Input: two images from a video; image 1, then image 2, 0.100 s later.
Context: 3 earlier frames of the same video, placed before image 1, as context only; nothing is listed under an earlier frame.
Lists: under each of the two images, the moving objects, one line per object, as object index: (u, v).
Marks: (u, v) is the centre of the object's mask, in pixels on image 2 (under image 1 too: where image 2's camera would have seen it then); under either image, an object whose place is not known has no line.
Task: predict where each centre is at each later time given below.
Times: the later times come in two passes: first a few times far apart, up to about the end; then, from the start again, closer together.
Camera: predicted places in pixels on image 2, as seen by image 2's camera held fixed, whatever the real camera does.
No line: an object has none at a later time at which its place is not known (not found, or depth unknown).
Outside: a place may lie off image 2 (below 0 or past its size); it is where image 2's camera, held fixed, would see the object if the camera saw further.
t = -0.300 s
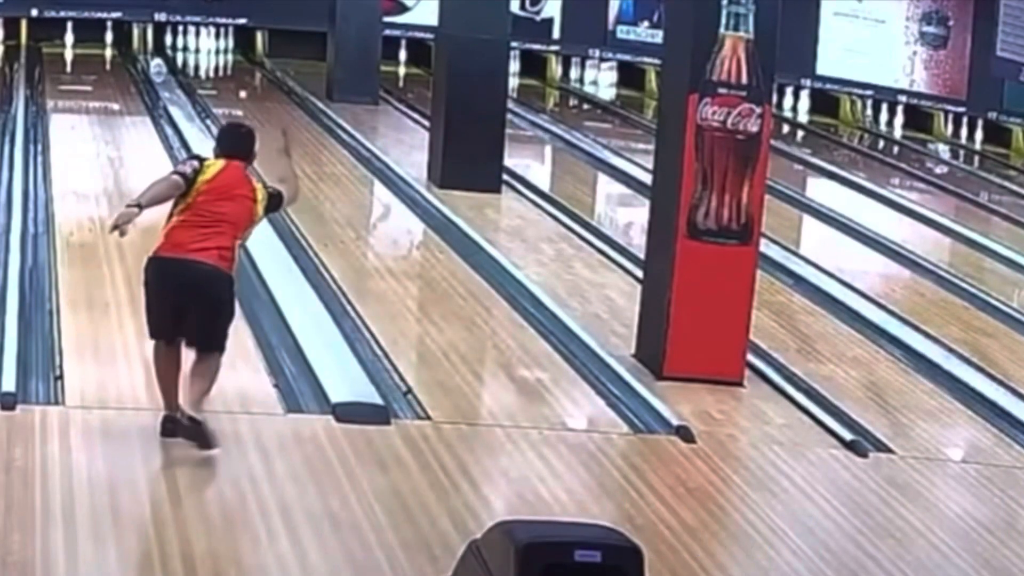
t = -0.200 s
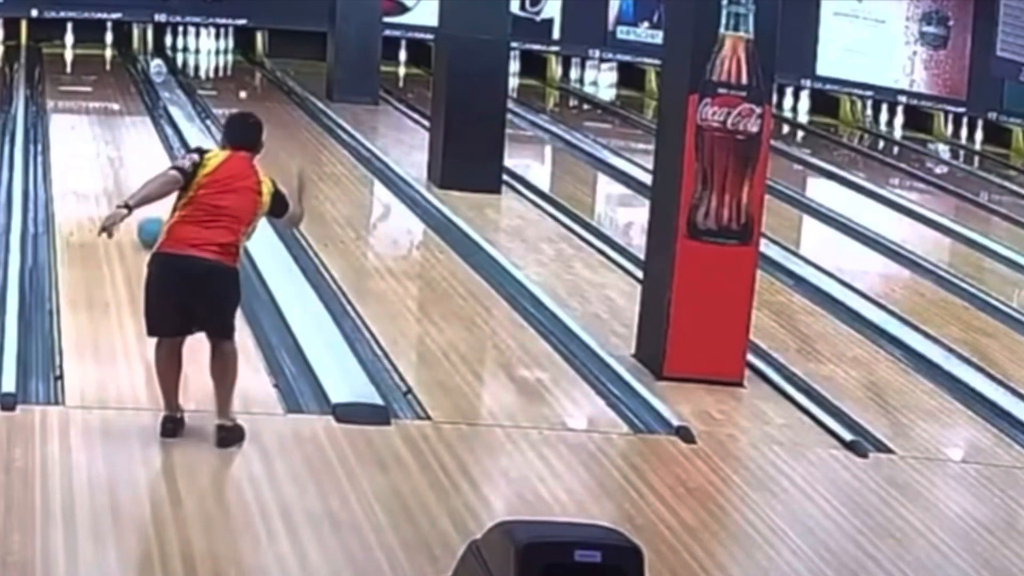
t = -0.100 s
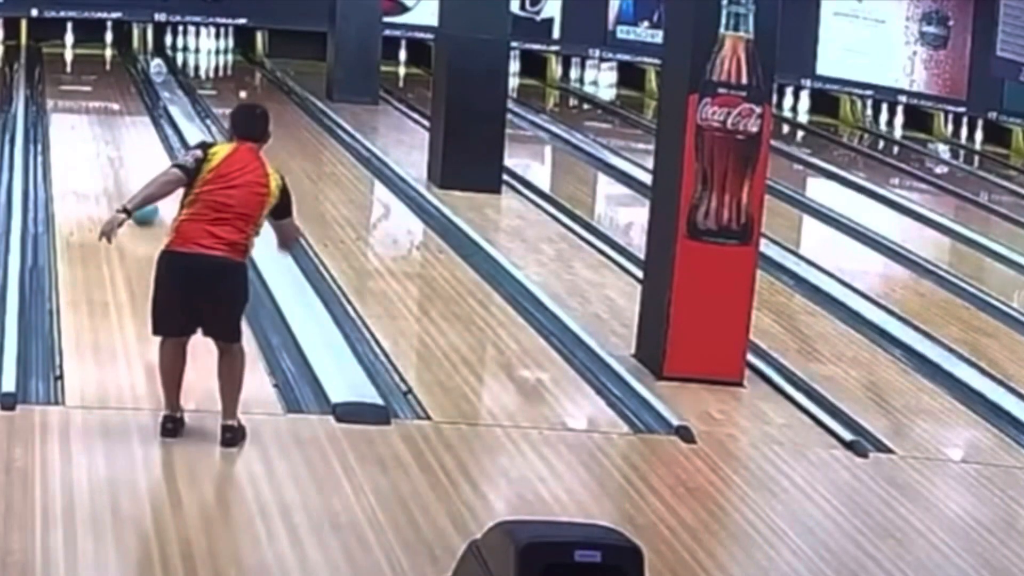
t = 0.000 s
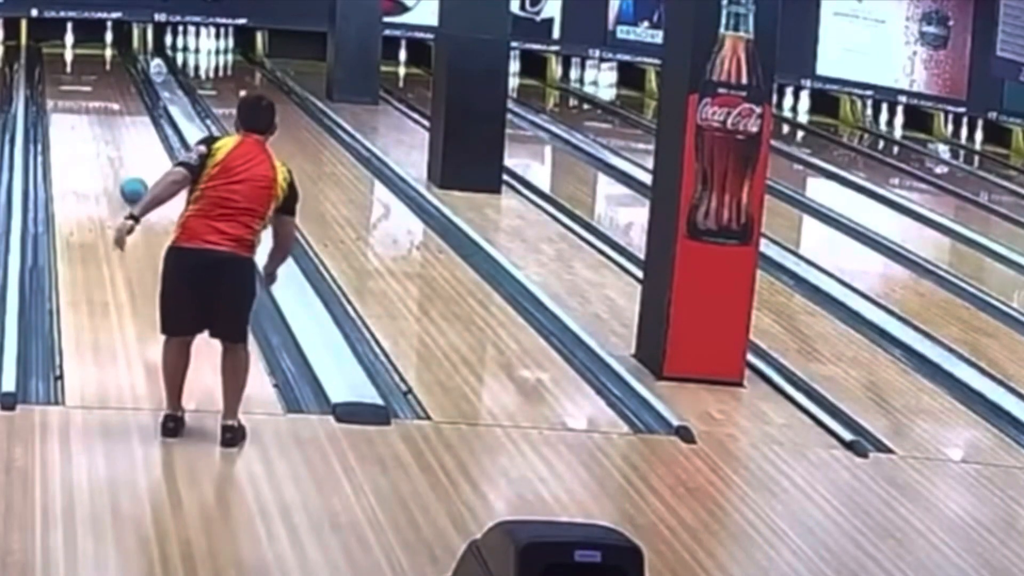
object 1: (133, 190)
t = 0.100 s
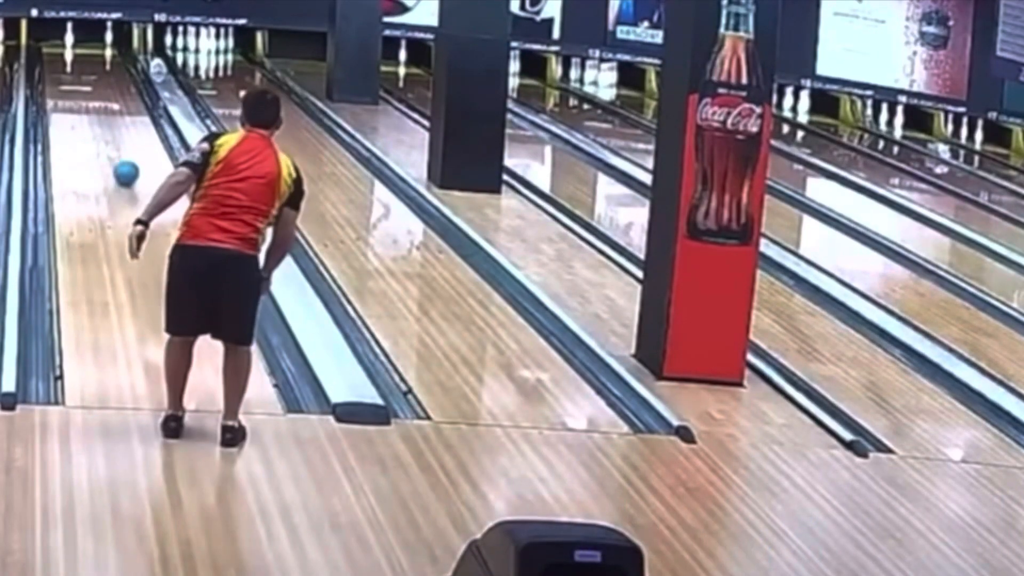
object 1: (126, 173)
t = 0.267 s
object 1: (115, 148)
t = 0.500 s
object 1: (101, 119)
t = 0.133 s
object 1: (123, 168)
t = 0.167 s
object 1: (121, 162)
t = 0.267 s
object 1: (115, 148)
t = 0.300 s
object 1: (113, 143)
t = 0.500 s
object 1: (101, 119)
